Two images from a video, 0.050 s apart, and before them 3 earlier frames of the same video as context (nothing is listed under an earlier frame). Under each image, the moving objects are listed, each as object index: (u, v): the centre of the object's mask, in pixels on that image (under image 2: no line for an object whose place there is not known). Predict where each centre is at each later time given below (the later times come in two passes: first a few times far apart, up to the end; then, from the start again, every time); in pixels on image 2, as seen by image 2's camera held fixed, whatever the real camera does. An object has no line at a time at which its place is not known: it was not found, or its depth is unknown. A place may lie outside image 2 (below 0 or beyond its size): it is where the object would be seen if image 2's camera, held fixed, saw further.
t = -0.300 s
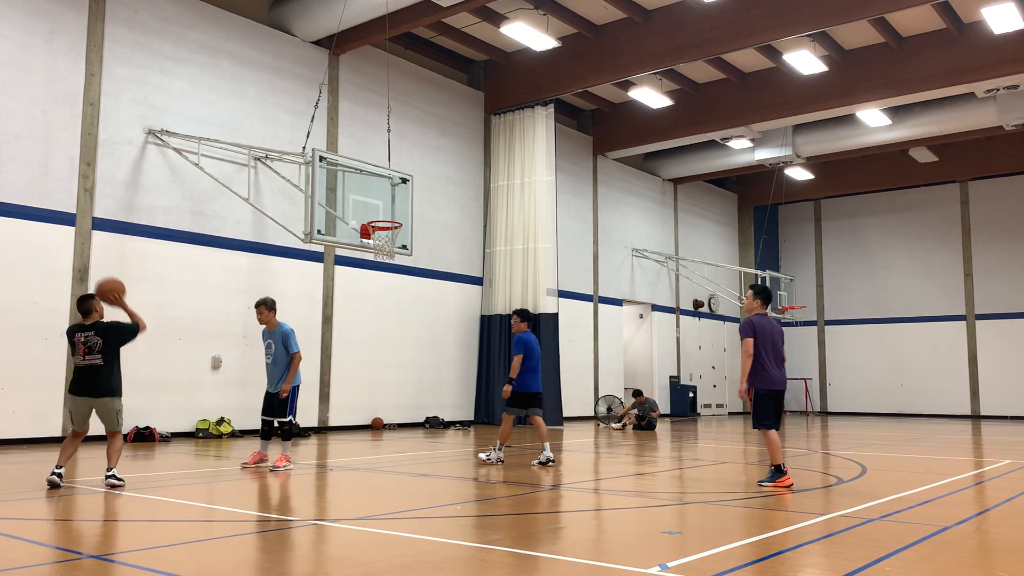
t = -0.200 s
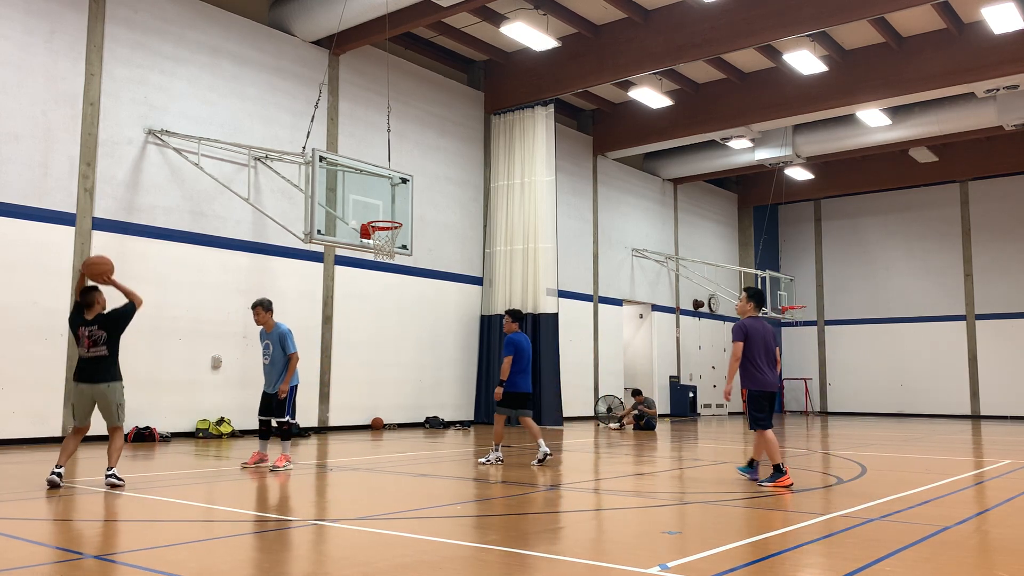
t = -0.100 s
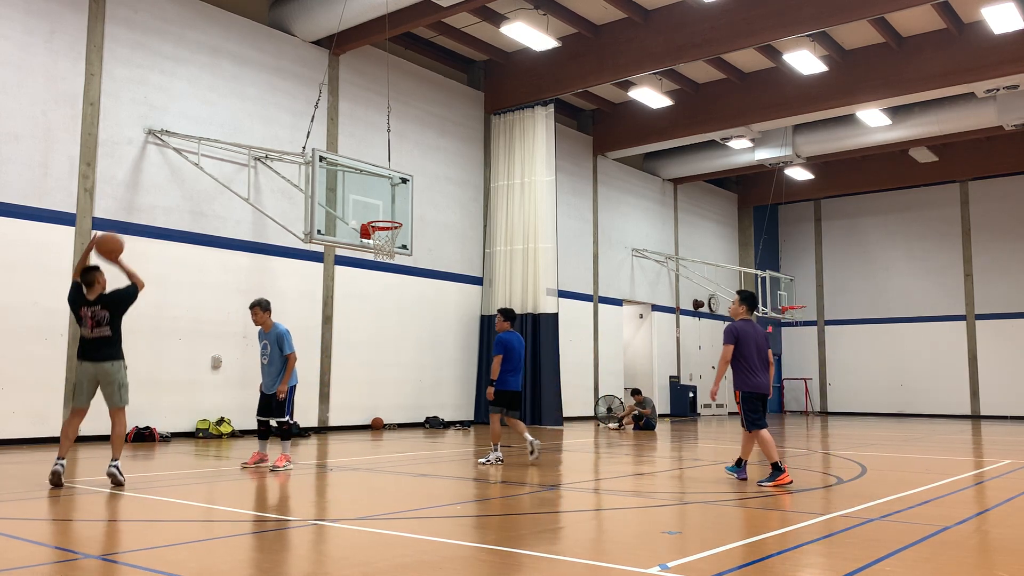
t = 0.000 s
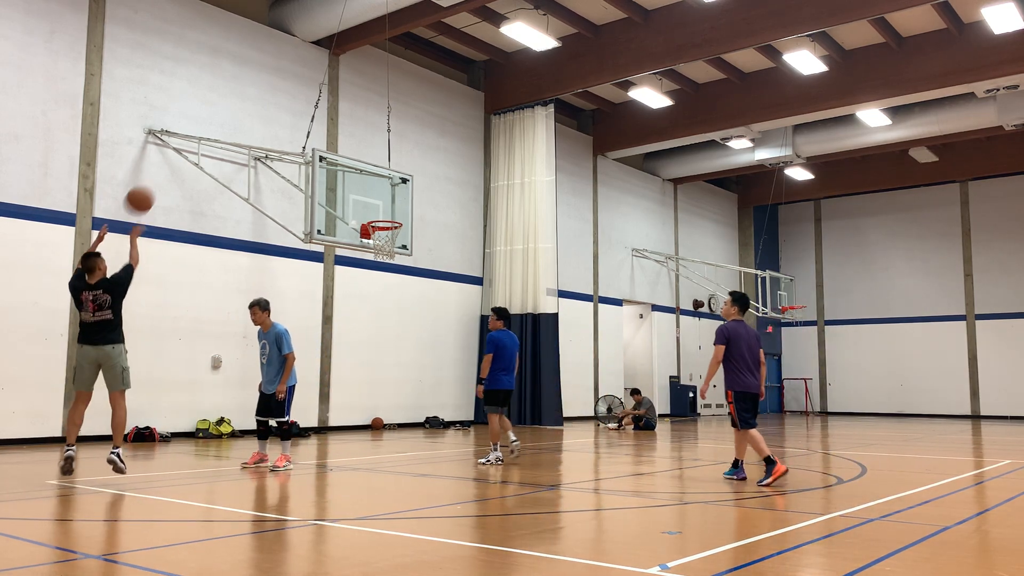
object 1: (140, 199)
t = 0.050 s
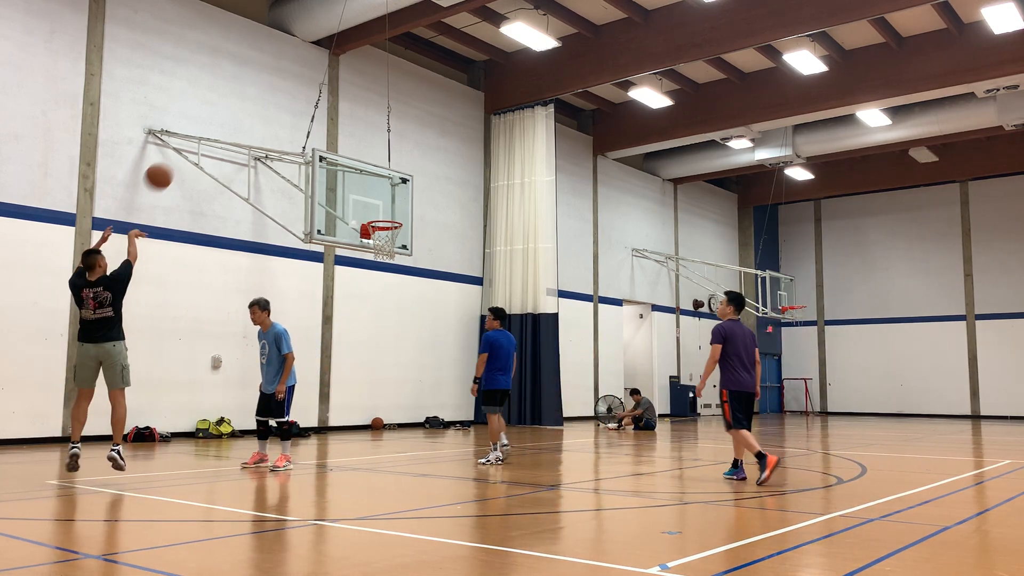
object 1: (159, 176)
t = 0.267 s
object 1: (229, 114)
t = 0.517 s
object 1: (291, 104)
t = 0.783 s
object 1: (344, 146)
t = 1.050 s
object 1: (385, 228)
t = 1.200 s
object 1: (394, 241)
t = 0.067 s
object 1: (165, 169)
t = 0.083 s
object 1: (171, 163)
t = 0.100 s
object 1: (177, 156)
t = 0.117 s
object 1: (182, 151)
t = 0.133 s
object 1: (188, 145)
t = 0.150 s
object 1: (193, 140)
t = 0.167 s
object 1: (199, 135)
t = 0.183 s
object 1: (204, 131)
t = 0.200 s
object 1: (209, 127)
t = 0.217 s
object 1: (214, 123)
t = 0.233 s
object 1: (219, 120)
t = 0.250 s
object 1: (224, 116)
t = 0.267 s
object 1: (229, 114)
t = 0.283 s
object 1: (234, 111)
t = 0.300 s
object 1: (238, 109)
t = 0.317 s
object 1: (242, 108)
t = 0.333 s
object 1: (247, 106)
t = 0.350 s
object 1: (251, 104)
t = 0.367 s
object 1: (256, 103)
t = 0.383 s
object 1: (260, 103)
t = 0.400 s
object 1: (264, 102)
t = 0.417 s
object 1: (268, 102)
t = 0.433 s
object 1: (272, 102)
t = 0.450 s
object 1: (276, 102)
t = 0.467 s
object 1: (280, 102)
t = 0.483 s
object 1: (284, 102)
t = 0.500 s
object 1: (287, 103)
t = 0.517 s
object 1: (291, 104)
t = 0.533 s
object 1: (295, 105)
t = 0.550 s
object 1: (298, 107)
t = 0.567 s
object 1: (302, 108)
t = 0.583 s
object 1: (305, 110)
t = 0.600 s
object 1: (309, 112)
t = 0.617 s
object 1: (312, 114)
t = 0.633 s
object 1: (316, 117)
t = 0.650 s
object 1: (319, 119)
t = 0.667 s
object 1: (322, 122)
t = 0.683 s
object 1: (326, 125)
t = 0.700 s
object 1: (329, 128)
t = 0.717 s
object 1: (332, 132)
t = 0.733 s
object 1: (335, 135)
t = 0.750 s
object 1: (338, 139)
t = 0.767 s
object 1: (341, 142)
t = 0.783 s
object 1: (344, 146)
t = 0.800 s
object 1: (347, 150)
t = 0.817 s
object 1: (350, 154)
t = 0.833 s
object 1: (353, 159)
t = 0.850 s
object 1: (355, 164)
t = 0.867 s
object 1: (358, 169)
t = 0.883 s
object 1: (361, 174)
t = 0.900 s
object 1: (364, 179)
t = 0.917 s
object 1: (366, 184)
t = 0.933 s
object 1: (369, 189)
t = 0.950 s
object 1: (371, 194)
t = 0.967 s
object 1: (374, 200)
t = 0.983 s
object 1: (376, 206)
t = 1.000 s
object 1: (379, 211)
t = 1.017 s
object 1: (381, 216)
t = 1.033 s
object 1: (383, 222)
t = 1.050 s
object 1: (385, 228)
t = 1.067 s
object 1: (388, 232)
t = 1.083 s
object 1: (391, 238)
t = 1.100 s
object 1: (392, 240)
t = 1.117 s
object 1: (393, 241)
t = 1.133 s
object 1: (393, 242)
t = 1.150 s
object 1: (394, 242)
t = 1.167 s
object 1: (394, 242)
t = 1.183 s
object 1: (394, 242)
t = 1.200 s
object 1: (394, 241)
